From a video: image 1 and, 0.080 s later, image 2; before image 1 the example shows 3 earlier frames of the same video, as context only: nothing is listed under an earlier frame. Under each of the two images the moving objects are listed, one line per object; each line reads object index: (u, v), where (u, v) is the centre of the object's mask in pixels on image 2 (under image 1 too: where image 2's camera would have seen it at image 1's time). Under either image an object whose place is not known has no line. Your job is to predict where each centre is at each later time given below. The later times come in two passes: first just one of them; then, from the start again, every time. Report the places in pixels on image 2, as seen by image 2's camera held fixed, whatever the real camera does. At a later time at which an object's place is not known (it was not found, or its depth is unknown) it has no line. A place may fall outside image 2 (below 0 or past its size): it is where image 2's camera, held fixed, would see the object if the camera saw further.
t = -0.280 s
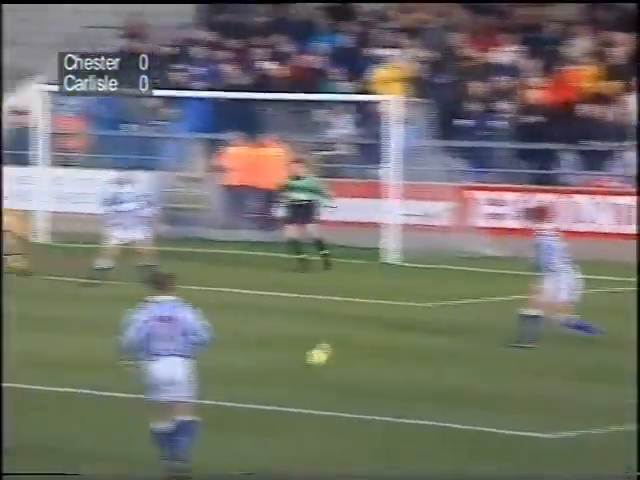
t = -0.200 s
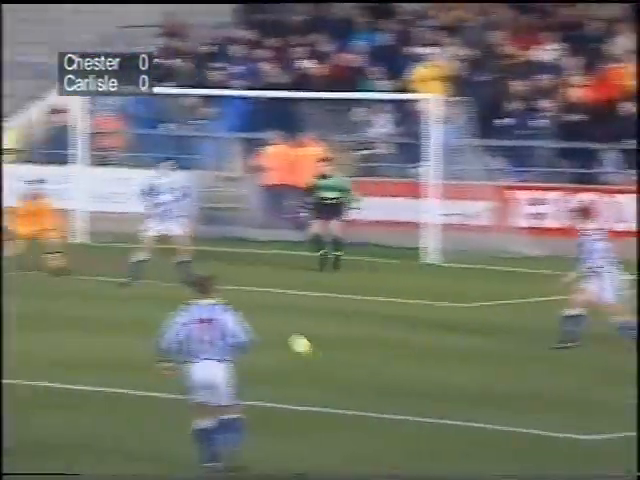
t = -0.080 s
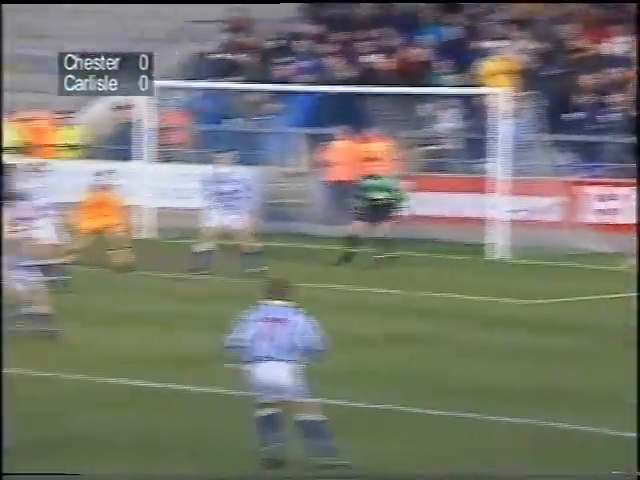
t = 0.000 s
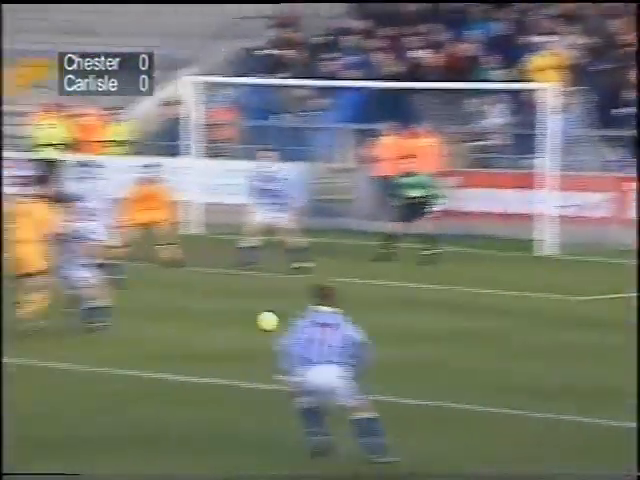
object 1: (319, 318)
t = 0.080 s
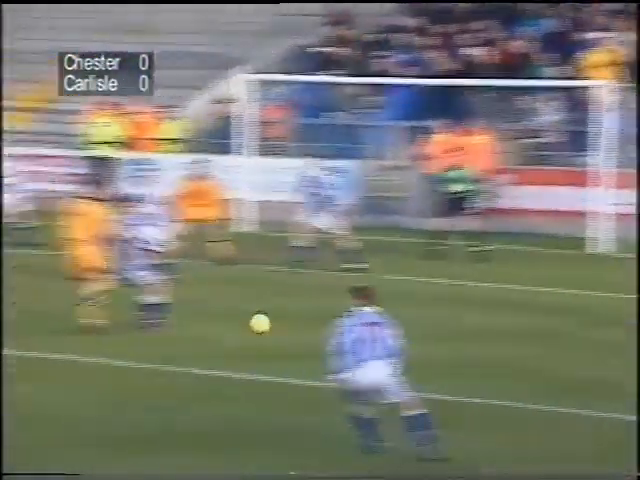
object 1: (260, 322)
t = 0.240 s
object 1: (141, 351)
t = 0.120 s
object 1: (231, 327)
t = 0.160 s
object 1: (201, 333)
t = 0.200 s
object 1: (171, 342)
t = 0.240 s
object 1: (141, 351)
